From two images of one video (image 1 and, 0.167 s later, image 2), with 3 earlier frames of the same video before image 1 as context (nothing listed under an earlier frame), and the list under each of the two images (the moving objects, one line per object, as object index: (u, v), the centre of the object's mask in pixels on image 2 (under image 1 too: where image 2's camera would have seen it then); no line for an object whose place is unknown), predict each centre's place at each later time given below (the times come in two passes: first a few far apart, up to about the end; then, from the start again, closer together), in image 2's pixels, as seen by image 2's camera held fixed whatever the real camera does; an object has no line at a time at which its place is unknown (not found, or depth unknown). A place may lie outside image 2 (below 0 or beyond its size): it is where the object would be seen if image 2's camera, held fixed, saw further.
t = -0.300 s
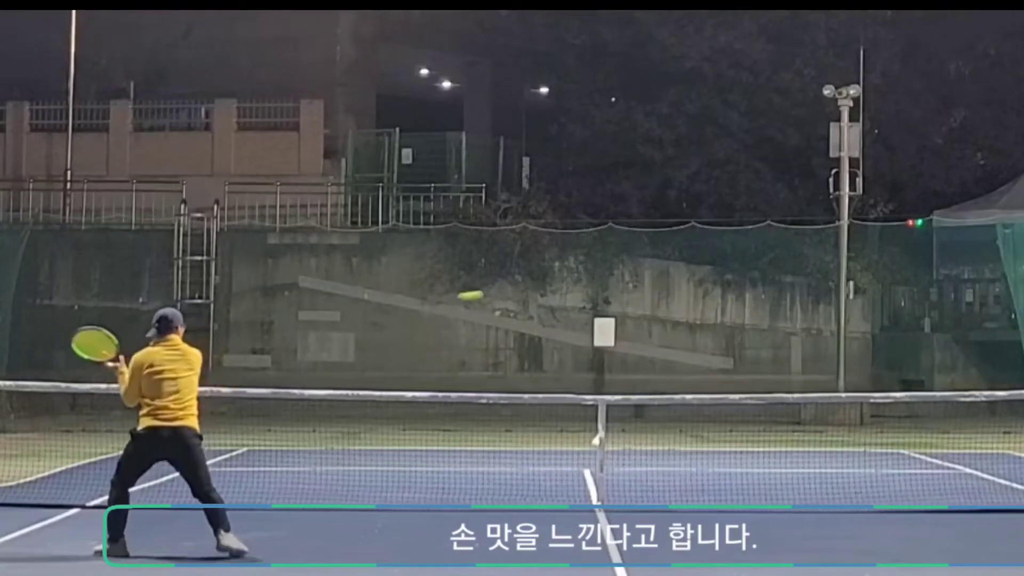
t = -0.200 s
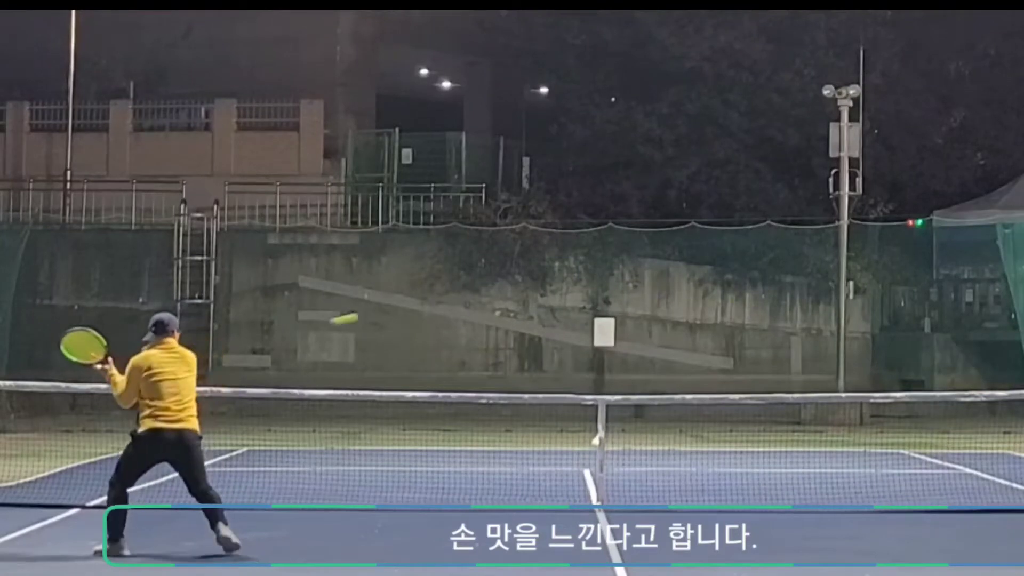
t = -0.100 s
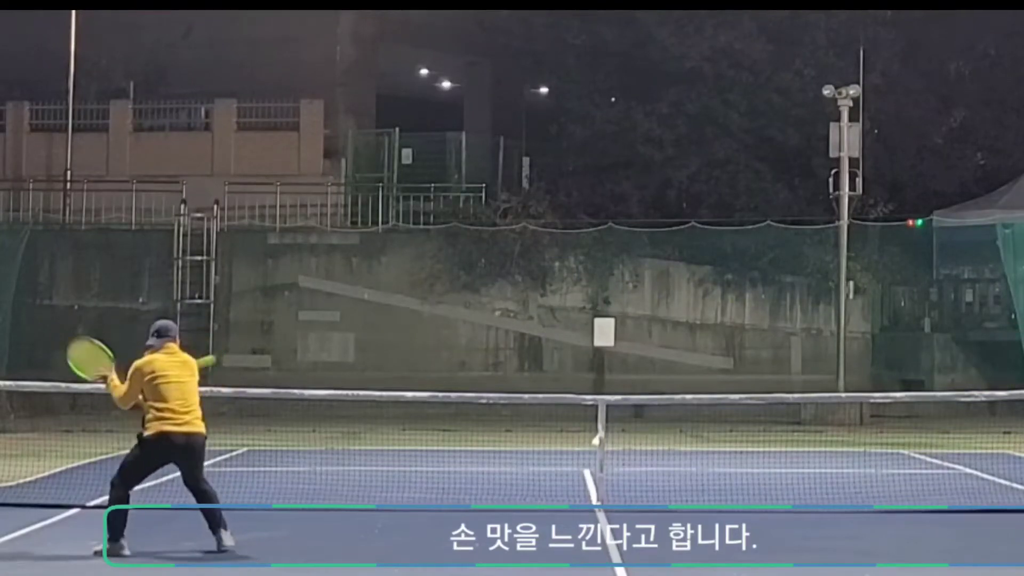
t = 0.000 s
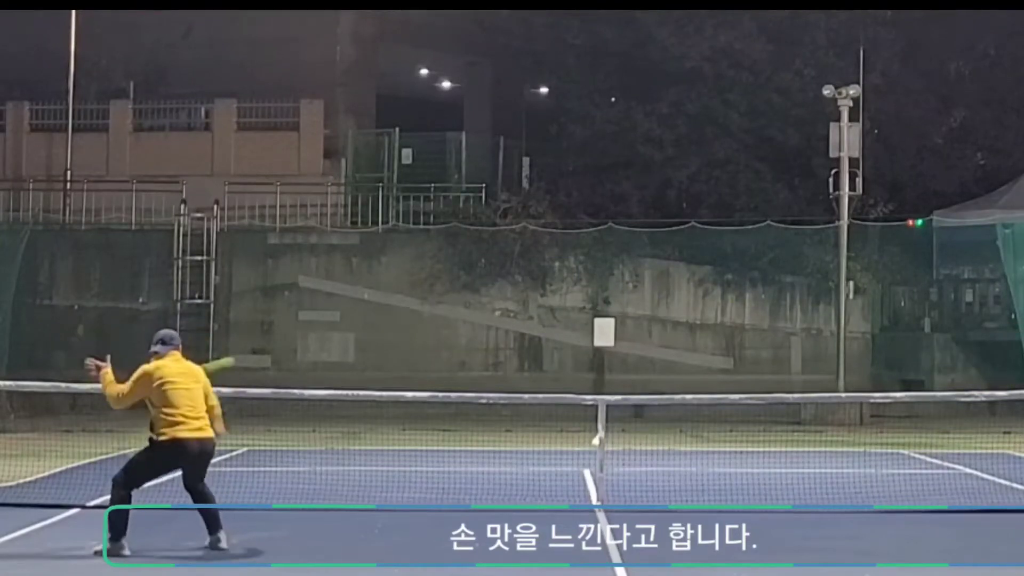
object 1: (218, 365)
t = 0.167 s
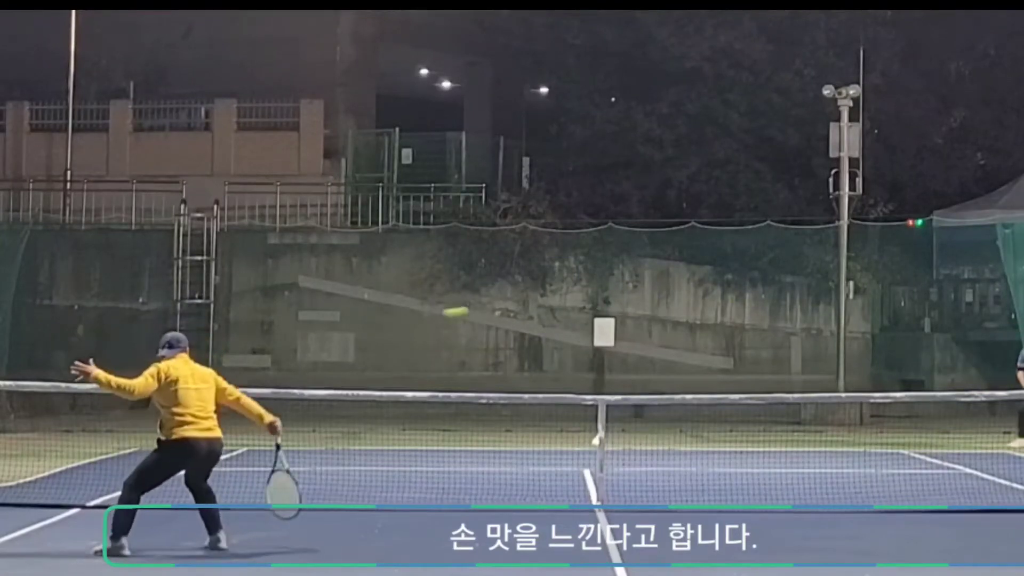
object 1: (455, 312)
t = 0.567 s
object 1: (810, 321)
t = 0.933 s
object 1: (1005, 423)
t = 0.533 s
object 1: (787, 315)
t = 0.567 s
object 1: (810, 321)
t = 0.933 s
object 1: (1005, 423)
